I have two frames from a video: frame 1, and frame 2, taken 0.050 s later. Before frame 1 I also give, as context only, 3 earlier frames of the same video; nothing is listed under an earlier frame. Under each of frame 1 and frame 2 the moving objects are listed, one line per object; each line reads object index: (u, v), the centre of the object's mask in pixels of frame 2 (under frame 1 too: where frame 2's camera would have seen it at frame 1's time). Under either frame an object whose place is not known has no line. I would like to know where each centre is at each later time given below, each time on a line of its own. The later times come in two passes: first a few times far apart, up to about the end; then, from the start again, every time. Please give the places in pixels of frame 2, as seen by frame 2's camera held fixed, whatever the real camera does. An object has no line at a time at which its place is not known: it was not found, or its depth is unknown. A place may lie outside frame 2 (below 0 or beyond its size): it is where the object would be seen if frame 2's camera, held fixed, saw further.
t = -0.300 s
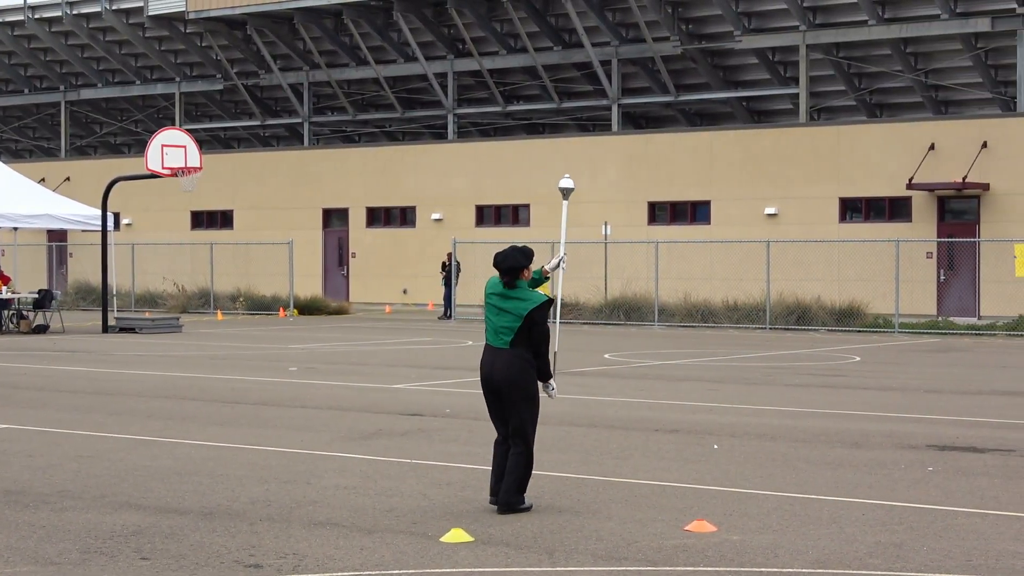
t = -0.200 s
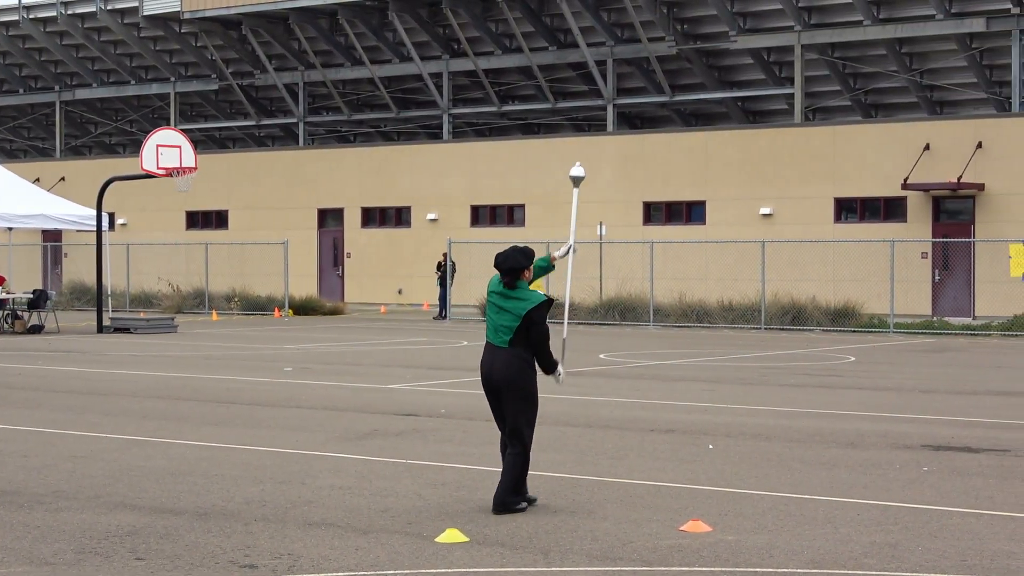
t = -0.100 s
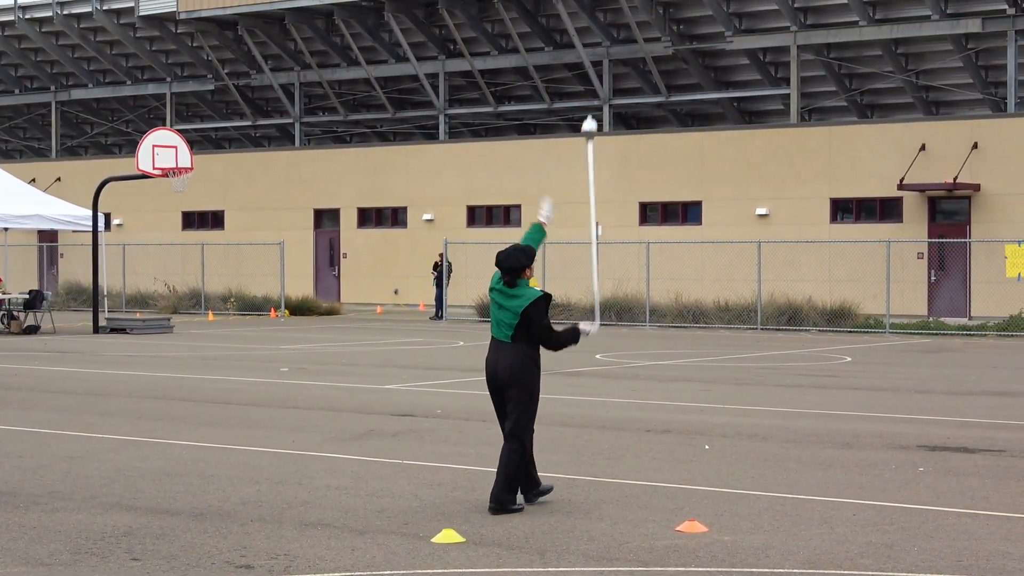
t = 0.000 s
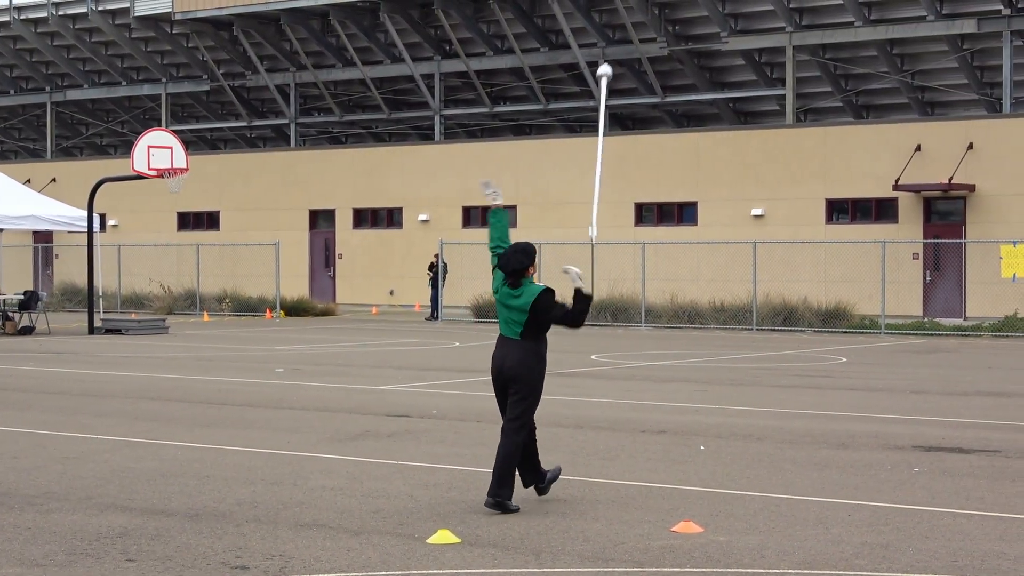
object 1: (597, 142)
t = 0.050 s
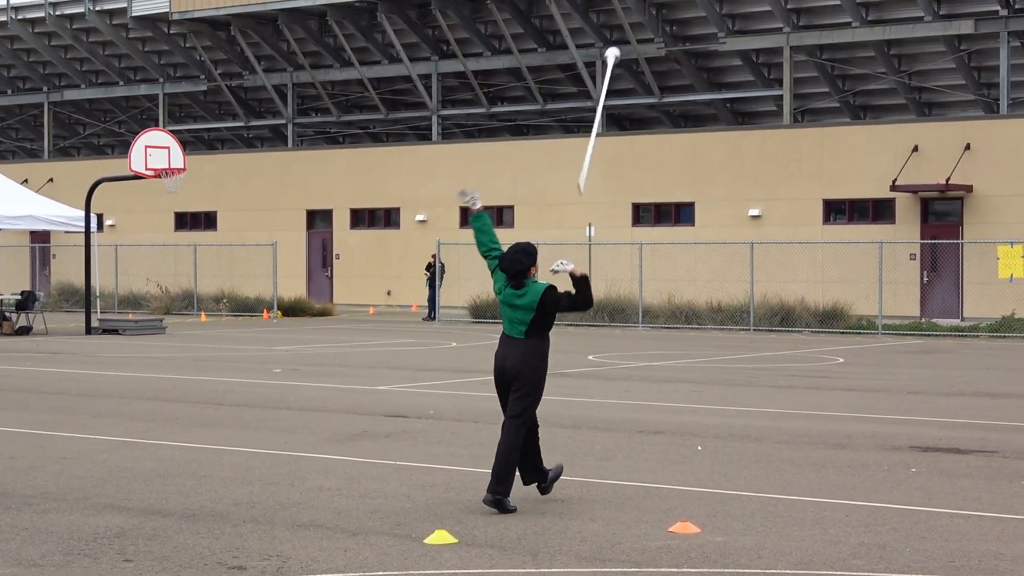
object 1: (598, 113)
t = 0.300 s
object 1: (636, 25)
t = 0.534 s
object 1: (650, 53)
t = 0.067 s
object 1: (598, 105)
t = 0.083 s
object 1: (599, 94)
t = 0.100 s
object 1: (598, 85)
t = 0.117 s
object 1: (599, 75)
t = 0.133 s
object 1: (599, 65)
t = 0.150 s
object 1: (600, 55)
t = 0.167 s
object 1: (600, 46)
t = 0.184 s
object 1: (601, 37)
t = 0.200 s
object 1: (605, 29)
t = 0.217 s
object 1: (602, 20)
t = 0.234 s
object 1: (613, 18)
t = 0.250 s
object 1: (626, 23)
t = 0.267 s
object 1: (631, 23)
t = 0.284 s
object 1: (634, 24)
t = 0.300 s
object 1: (636, 25)
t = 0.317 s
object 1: (640, 27)
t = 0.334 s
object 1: (642, 29)
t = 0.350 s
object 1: (644, 32)
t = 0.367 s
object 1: (645, 33)
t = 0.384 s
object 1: (646, 35)
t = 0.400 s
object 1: (647, 37)
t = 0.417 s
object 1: (648, 39)
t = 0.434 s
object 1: (649, 41)
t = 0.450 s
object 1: (649, 43)
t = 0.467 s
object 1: (649, 45)
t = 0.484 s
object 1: (650, 47)
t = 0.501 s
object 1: (650, 49)
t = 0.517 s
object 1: (650, 52)
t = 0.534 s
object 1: (650, 53)
